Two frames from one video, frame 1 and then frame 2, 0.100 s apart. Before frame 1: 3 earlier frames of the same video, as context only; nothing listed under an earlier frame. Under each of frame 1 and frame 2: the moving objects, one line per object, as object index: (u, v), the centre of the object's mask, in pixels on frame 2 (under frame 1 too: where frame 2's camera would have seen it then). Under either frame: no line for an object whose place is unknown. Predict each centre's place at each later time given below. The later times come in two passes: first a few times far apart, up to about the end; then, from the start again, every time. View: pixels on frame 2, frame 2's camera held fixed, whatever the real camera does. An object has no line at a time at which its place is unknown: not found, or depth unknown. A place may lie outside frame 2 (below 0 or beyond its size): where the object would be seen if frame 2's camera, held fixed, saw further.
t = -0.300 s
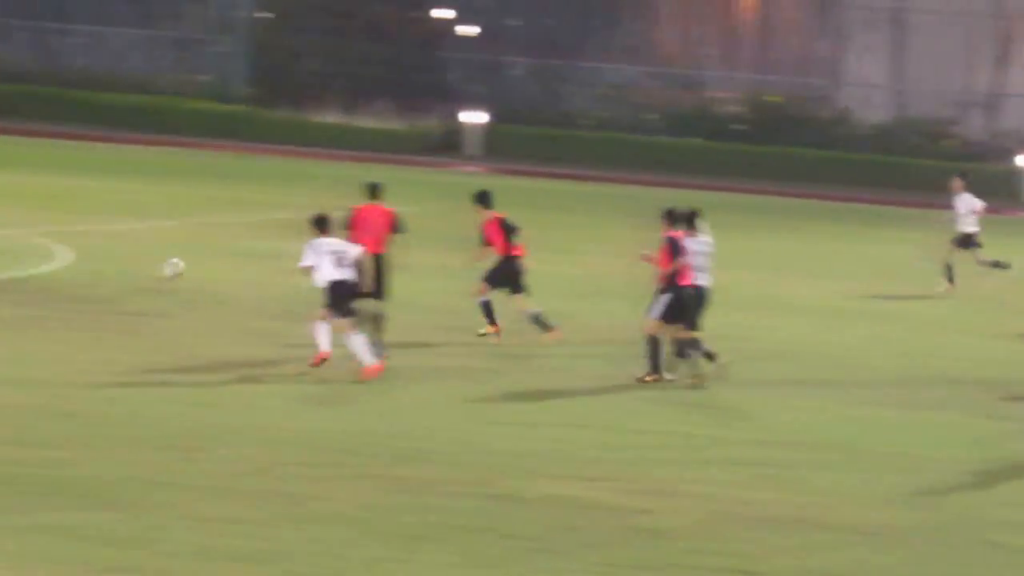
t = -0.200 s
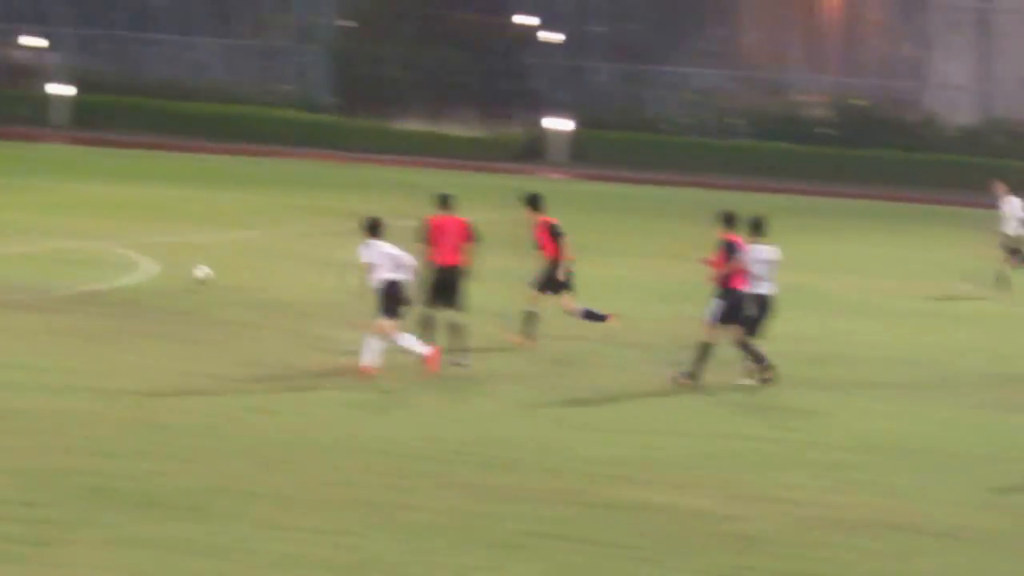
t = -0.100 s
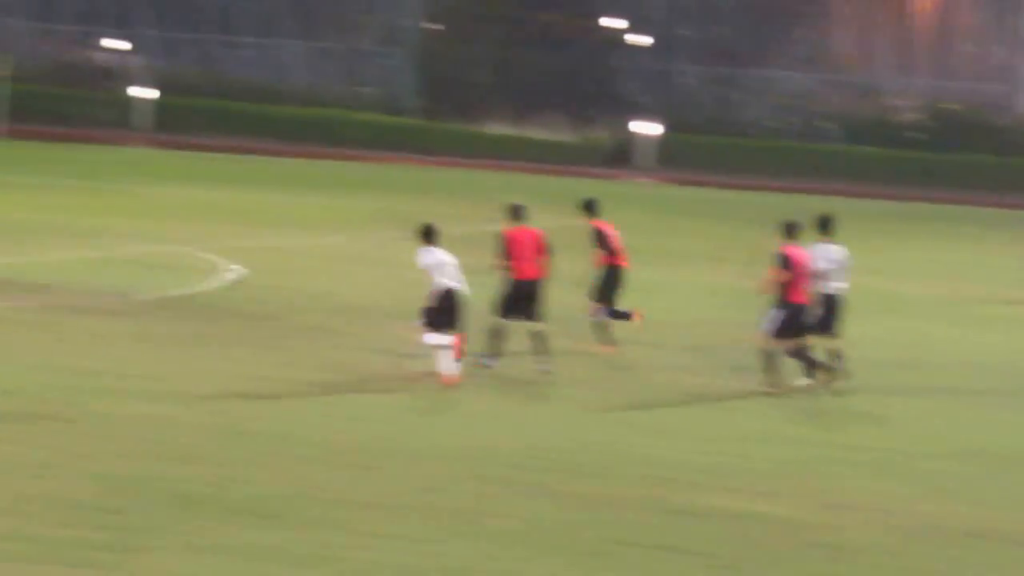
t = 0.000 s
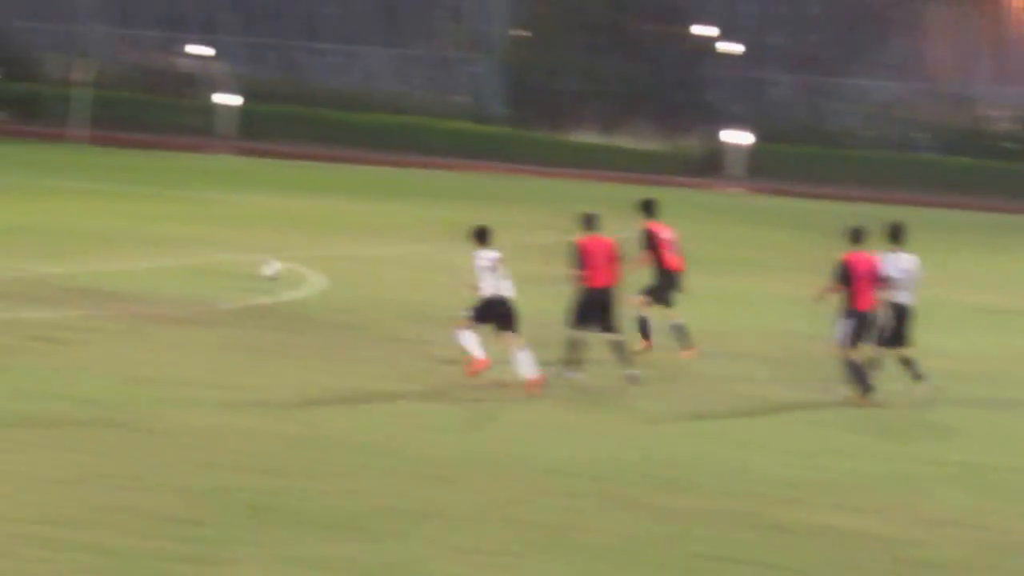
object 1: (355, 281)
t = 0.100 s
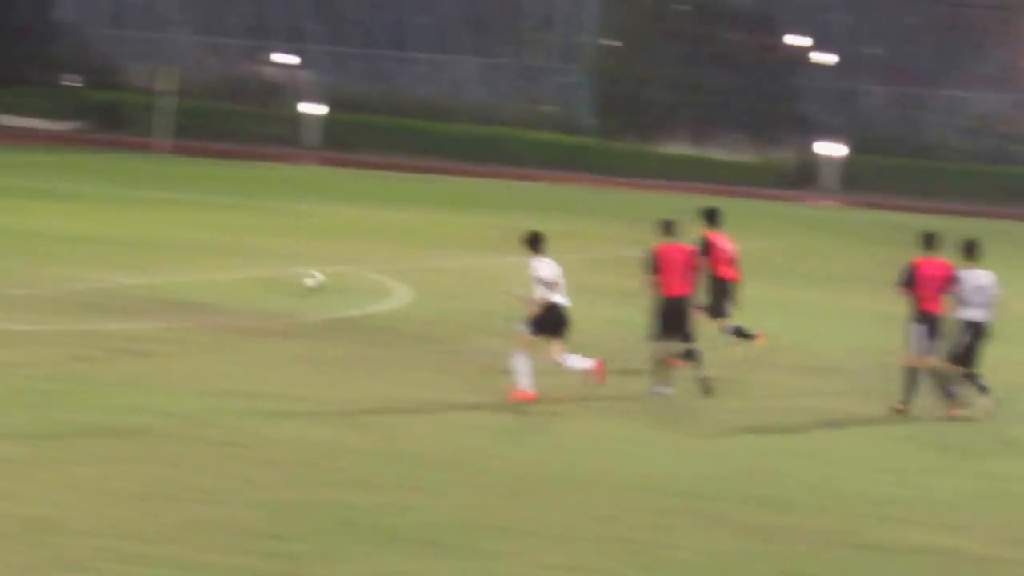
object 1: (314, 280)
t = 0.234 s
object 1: (262, 272)
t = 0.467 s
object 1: (189, 265)
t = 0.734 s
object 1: (106, 258)
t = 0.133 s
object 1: (297, 280)
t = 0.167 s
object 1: (283, 280)
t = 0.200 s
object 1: (270, 276)
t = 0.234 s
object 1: (262, 272)
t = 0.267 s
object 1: (252, 271)
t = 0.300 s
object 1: (240, 268)
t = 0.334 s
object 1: (230, 268)
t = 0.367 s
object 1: (220, 270)
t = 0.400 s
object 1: (209, 270)
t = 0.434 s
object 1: (199, 267)
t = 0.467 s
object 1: (189, 265)
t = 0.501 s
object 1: (178, 263)
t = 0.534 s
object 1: (168, 261)
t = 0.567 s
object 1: (158, 262)
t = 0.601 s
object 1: (149, 263)
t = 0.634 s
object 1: (138, 263)
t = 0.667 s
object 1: (128, 261)
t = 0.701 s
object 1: (117, 260)
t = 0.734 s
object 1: (106, 258)
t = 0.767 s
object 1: (96, 257)
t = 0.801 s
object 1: (85, 257)
